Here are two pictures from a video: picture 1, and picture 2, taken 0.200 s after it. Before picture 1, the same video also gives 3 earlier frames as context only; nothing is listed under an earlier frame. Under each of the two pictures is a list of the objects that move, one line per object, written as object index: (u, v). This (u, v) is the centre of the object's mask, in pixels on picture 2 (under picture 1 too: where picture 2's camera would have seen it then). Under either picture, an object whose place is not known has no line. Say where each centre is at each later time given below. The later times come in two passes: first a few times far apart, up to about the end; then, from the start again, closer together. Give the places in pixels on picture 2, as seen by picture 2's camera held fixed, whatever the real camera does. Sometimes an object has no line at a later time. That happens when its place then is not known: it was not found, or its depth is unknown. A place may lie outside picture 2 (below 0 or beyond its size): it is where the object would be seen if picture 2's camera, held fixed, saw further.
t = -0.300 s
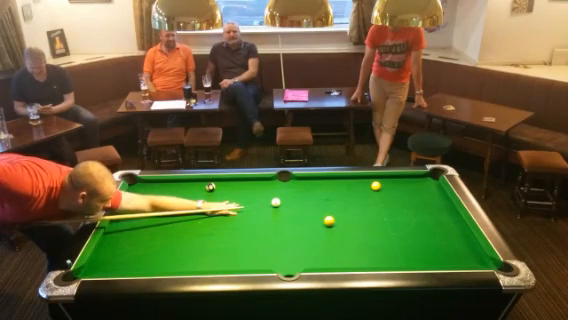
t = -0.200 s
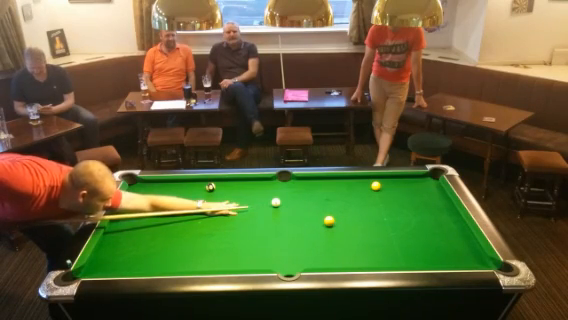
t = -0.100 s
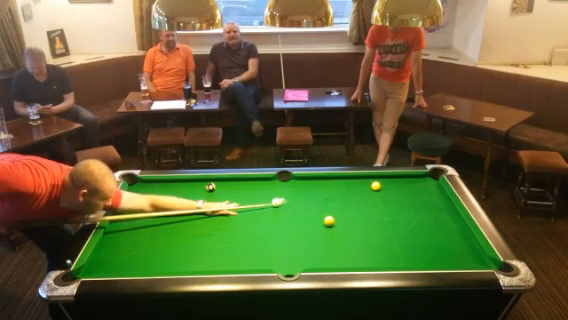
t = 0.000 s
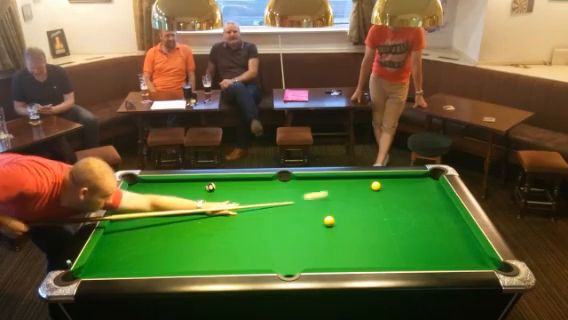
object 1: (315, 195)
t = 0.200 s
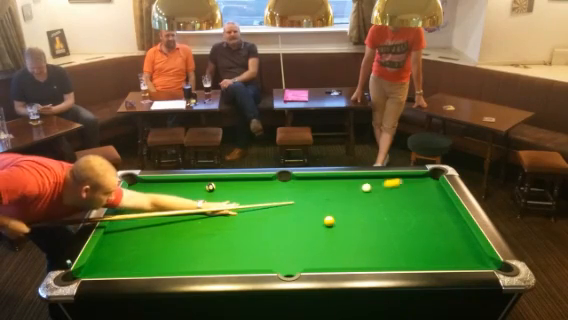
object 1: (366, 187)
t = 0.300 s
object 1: (363, 188)
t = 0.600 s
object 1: (356, 189)
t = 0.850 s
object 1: (351, 190)
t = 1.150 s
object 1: (346, 191)
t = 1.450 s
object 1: (341, 191)
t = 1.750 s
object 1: (338, 192)
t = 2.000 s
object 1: (336, 192)
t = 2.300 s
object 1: (334, 191)
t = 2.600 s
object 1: (334, 192)
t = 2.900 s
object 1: (335, 192)
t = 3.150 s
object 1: (335, 192)
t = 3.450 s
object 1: (335, 192)
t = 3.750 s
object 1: (335, 192)
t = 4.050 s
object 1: (335, 192)
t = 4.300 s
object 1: (335, 192)
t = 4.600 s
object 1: (335, 192)
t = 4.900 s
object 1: (335, 192)
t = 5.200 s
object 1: (335, 192)
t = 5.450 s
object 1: (335, 192)
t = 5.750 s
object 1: (335, 192)
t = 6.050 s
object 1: (335, 192)
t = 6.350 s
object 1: (335, 192)
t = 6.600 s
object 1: (335, 192)
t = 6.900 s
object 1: (335, 192)
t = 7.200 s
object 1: (335, 192)
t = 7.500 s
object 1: (335, 192)
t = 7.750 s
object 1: (335, 192)
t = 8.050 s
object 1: (335, 192)
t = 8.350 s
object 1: (335, 192)
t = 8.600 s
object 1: (335, 192)
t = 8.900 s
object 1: (335, 192)
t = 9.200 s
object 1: (335, 192)
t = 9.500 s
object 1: (335, 192)
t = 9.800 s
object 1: (335, 192)
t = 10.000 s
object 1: (335, 192)
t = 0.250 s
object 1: (365, 187)
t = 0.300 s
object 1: (363, 188)
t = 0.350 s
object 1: (362, 188)
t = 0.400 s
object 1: (361, 188)
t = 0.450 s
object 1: (360, 188)
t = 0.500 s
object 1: (358, 189)
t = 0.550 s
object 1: (357, 189)
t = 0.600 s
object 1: (356, 189)
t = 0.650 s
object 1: (355, 189)
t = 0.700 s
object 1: (354, 189)
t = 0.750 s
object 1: (353, 189)
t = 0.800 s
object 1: (352, 190)
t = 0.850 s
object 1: (351, 190)
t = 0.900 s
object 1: (350, 190)
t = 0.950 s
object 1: (349, 190)
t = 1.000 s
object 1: (348, 190)
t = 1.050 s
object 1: (347, 190)
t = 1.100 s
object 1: (346, 190)
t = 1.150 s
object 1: (346, 191)
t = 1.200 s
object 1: (345, 191)
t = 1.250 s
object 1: (344, 191)
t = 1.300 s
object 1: (343, 191)
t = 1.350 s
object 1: (343, 191)
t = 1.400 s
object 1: (342, 191)
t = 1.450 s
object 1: (341, 191)
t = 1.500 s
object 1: (340, 191)
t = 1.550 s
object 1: (340, 191)
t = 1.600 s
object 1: (339, 191)
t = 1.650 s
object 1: (339, 191)
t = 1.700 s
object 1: (338, 192)
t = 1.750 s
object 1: (338, 192)
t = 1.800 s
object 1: (337, 191)
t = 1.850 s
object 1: (337, 192)
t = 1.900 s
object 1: (336, 191)
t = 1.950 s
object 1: (336, 192)
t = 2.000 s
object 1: (336, 192)
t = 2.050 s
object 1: (336, 192)
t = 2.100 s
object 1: (335, 192)
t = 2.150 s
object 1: (335, 192)
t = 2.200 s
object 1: (335, 192)
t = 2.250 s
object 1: (335, 192)
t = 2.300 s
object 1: (334, 191)
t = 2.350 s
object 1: (335, 192)
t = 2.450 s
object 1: (334, 192)
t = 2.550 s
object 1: (334, 192)
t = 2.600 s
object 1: (334, 192)
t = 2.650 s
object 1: (335, 192)
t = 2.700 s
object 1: (335, 192)
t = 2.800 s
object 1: (335, 192)
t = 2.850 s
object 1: (335, 192)
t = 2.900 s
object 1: (335, 192)
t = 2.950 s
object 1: (335, 192)
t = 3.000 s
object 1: (335, 192)
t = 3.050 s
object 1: (335, 192)
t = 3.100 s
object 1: (335, 192)
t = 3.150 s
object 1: (335, 192)
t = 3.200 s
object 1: (335, 192)
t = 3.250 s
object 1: (335, 192)
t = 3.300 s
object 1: (335, 192)
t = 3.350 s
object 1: (335, 192)
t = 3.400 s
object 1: (335, 192)
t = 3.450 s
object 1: (335, 192)
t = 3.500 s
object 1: (335, 192)
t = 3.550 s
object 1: (335, 192)
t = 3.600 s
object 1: (335, 192)
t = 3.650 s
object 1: (335, 192)
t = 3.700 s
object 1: (335, 192)
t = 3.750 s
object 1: (335, 192)
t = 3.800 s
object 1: (335, 192)
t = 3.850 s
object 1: (335, 192)
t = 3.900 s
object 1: (335, 192)
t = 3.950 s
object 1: (335, 192)
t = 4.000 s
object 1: (335, 192)
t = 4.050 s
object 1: (335, 192)
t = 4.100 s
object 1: (335, 192)
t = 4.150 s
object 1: (335, 192)
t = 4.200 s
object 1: (335, 192)
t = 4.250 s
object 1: (335, 192)
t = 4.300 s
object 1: (335, 192)
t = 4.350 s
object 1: (335, 192)
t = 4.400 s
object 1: (335, 192)
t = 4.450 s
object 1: (335, 192)
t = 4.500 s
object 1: (335, 192)
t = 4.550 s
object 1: (335, 192)
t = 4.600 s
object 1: (335, 192)
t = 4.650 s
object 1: (335, 192)
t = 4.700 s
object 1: (335, 192)
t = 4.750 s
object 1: (335, 192)
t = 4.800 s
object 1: (335, 192)
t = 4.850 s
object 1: (335, 192)
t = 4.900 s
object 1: (335, 192)
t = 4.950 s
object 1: (335, 192)
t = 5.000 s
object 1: (335, 192)
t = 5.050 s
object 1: (335, 192)
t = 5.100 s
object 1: (335, 192)
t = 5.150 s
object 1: (335, 192)
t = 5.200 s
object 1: (335, 192)
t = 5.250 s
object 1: (335, 192)
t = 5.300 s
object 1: (335, 192)
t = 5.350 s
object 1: (335, 192)
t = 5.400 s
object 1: (335, 192)
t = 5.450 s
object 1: (335, 192)
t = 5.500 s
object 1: (335, 192)
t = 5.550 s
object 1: (335, 192)
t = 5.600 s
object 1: (335, 192)
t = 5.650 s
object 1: (335, 192)
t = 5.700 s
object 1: (335, 192)
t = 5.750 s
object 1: (335, 192)
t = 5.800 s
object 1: (335, 192)
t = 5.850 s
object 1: (335, 192)
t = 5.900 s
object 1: (335, 192)
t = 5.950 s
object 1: (335, 192)
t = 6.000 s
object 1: (335, 192)
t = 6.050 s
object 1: (335, 192)
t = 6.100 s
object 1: (335, 192)
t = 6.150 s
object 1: (335, 192)
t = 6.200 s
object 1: (335, 192)
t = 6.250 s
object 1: (335, 192)
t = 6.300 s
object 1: (335, 192)
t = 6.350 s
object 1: (335, 192)
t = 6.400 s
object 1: (335, 192)
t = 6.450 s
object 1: (335, 192)
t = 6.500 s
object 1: (335, 192)
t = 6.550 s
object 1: (335, 192)
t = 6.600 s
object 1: (335, 192)
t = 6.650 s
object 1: (335, 192)
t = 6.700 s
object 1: (335, 192)
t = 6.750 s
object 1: (335, 192)
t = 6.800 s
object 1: (335, 192)
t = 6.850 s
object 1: (335, 192)
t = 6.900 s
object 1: (335, 192)
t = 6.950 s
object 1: (335, 192)
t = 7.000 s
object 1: (335, 192)
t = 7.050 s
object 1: (335, 192)
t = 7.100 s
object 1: (335, 192)
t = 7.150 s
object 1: (335, 192)
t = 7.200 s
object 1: (335, 192)
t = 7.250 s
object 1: (335, 192)
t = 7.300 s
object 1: (335, 192)
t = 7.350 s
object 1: (335, 192)
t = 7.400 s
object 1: (335, 192)
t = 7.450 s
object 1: (335, 192)
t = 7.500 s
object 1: (335, 192)
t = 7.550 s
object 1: (335, 192)
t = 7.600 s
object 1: (335, 192)
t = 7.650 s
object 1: (335, 192)
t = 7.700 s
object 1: (335, 192)
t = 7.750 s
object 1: (335, 192)
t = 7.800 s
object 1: (335, 192)
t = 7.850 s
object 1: (335, 192)
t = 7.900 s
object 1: (335, 192)
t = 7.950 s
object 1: (335, 192)
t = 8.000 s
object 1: (335, 192)
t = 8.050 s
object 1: (335, 192)
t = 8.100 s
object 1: (335, 192)
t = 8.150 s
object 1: (335, 192)
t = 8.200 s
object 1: (335, 192)
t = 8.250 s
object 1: (335, 192)
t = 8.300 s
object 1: (335, 192)
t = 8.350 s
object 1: (335, 192)
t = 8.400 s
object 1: (335, 192)
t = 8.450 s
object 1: (335, 192)
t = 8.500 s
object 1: (335, 192)
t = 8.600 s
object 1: (335, 192)
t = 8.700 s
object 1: (335, 192)
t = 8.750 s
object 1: (335, 192)
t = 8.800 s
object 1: (335, 192)
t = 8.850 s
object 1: (335, 192)
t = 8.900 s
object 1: (335, 192)
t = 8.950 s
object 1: (335, 192)
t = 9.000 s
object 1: (335, 192)
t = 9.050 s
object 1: (335, 192)
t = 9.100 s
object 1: (335, 192)
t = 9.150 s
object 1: (335, 192)
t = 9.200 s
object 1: (335, 192)
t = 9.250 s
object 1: (335, 192)
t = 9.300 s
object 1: (335, 192)
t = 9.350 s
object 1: (335, 192)
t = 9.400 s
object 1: (335, 192)
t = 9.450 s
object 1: (335, 192)
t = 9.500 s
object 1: (335, 192)
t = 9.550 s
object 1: (335, 192)
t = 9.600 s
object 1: (335, 192)
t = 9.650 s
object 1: (335, 192)
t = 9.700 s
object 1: (335, 192)
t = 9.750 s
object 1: (335, 192)
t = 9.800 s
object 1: (335, 192)
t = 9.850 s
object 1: (335, 192)
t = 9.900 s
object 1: (335, 192)
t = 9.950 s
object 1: (335, 192)
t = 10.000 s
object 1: (335, 192)
